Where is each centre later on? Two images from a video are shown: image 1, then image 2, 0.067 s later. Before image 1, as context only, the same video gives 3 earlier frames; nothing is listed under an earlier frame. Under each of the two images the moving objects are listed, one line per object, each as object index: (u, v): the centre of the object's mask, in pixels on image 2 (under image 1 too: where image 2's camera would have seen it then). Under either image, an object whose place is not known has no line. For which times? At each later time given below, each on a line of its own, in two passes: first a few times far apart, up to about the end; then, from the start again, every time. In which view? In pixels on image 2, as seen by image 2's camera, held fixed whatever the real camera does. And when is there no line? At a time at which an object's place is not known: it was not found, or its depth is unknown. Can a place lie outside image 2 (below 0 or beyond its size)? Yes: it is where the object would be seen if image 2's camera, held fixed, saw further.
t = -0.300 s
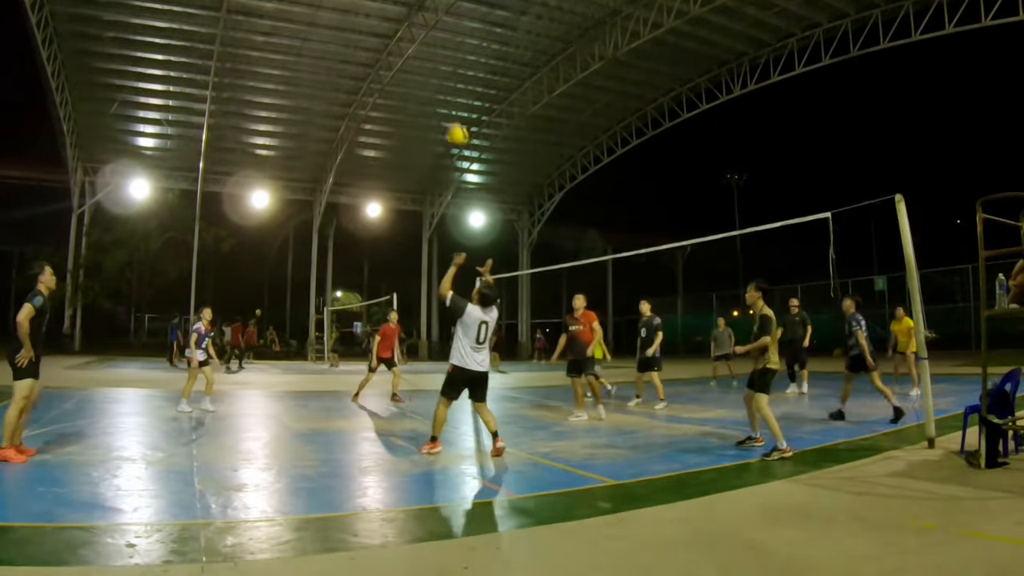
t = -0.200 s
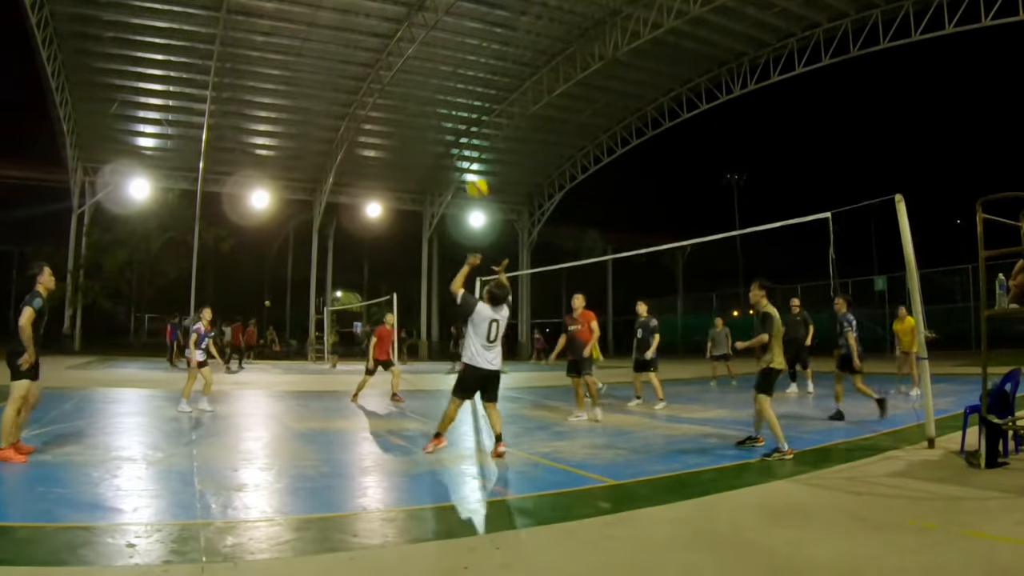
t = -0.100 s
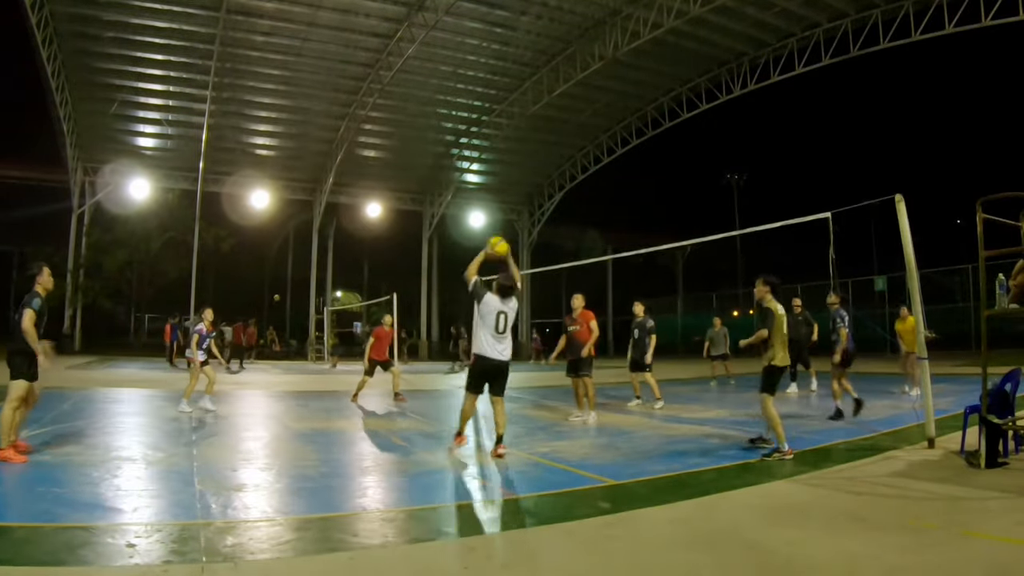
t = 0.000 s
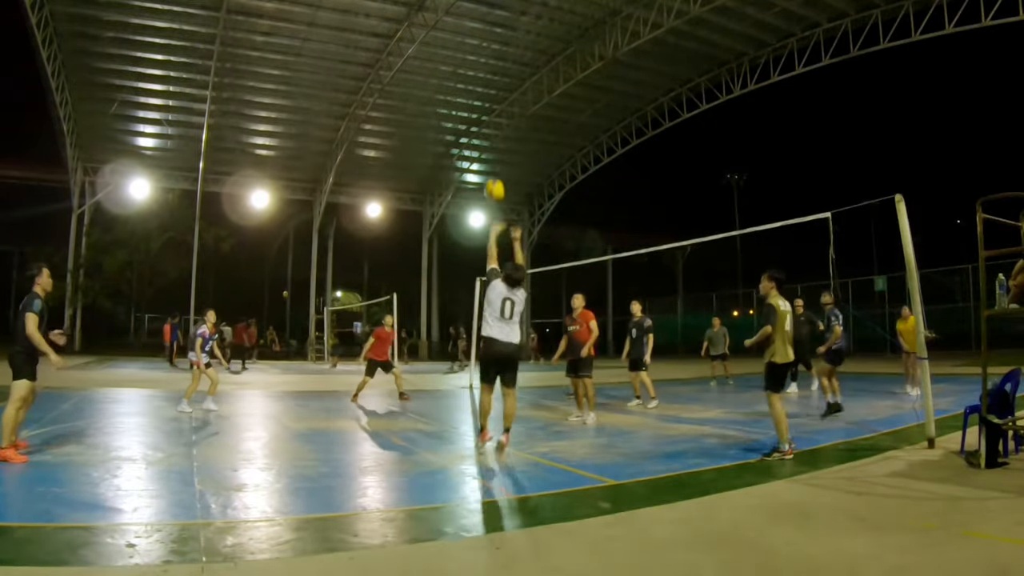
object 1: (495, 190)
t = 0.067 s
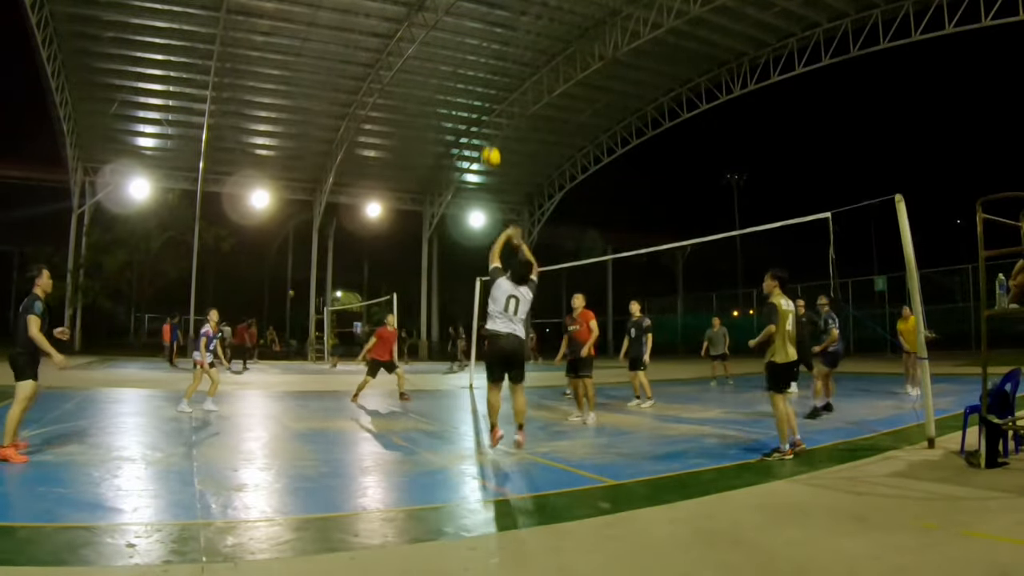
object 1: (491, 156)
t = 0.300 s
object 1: (480, 87)
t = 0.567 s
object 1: (469, 71)
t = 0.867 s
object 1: (457, 103)
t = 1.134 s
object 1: (449, 169)
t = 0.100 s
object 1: (489, 142)
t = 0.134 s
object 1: (487, 130)
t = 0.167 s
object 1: (486, 119)
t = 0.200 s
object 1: (484, 109)
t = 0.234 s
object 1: (483, 101)
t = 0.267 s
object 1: (481, 94)
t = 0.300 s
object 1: (480, 87)
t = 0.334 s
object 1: (478, 83)
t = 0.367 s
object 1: (477, 79)
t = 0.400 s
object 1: (476, 76)
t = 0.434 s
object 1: (475, 74)
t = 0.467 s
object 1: (473, 72)
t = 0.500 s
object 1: (472, 71)
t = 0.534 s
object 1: (470, 71)
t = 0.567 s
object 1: (469, 71)
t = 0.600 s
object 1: (468, 71)
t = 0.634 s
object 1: (467, 73)
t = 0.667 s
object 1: (465, 76)
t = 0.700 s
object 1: (463, 80)
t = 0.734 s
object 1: (462, 83)
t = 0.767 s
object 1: (461, 88)
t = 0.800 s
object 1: (460, 91)
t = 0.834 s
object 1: (459, 97)
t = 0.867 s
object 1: (457, 103)
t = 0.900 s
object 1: (456, 109)
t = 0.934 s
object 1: (455, 116)
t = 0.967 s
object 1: (454, 124)
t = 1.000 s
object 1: (453, 132)
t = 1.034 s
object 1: (452, 140)
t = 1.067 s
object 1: (451, 150)
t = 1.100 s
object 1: (450, 159)
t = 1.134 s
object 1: (449, 169)
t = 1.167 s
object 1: (447, 179)
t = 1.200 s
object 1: (447, 190)
